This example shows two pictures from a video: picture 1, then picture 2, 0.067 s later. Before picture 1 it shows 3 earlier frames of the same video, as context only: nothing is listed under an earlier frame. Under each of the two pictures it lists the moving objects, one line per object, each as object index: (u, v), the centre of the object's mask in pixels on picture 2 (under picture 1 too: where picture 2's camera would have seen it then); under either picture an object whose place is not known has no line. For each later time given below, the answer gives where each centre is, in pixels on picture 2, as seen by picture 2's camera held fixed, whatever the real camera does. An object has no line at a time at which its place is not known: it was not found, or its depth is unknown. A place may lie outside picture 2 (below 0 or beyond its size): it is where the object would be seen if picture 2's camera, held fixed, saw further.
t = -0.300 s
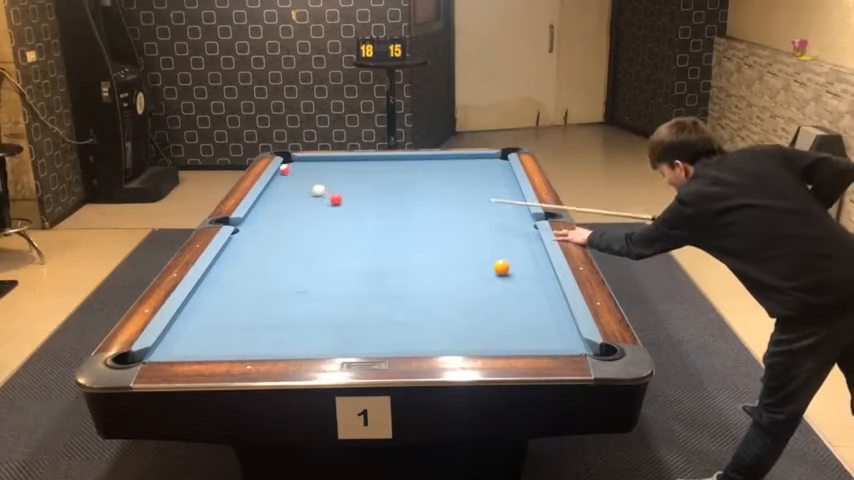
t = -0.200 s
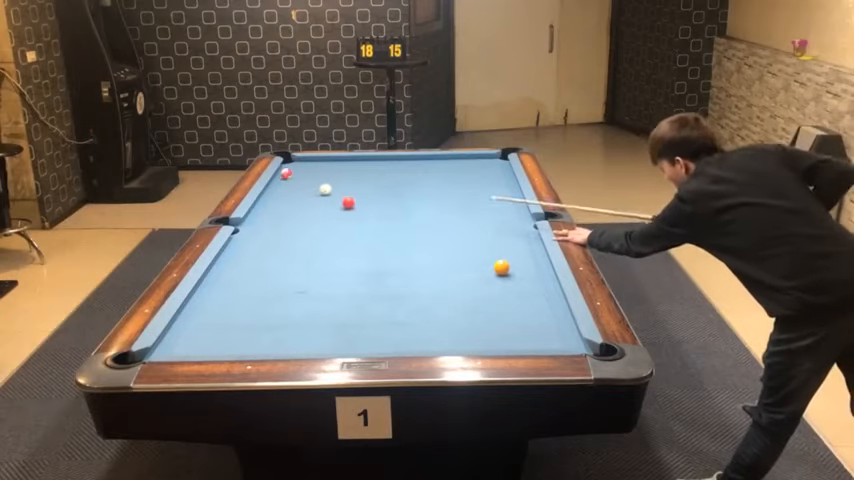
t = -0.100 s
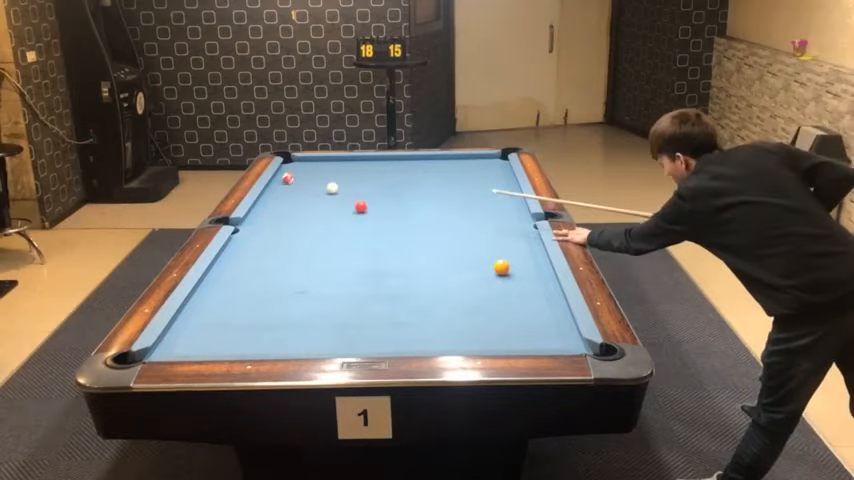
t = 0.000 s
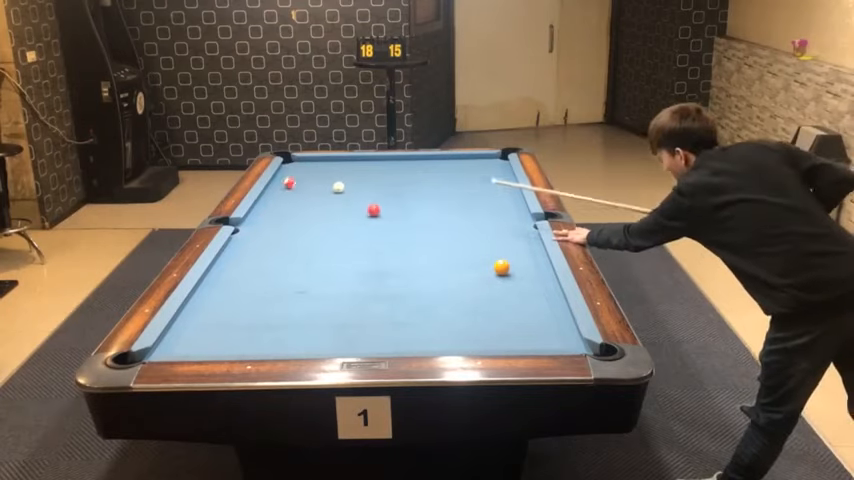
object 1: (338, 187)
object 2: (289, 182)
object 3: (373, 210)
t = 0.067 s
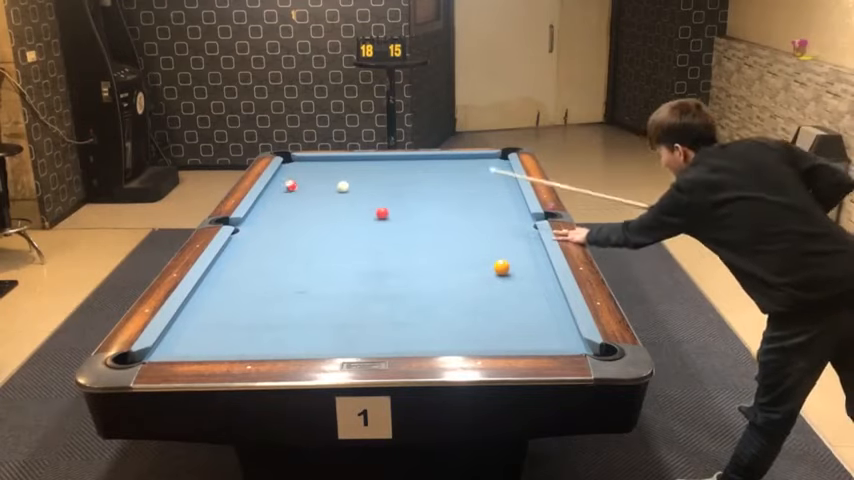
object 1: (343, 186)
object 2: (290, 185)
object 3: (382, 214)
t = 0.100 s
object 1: (345, 186)
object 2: (291, 187)
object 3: (386, 215)
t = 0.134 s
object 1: (347, 186)
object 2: (291, 189)
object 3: (390, 216)
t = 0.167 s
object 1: (349, 185)
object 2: (292, 190)
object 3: (395, 217)
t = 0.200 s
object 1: (350, 185)
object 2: (293, 192)
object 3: (399, 218)
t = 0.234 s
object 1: (353, 185)
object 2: (293, 194)
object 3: (404, 219)
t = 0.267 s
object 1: (355, 185)
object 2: (293, 195)
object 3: (408, 221)
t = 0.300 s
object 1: (357, 184)
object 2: (294, 198)
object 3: (412, 222)
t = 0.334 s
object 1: (359, 184)
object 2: (295, 199)
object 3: (417, 224)
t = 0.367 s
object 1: (360, 184)
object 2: (295, 201)
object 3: (422, 225)
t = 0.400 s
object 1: (362, 183)
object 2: (296, 203)
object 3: (426, 227)
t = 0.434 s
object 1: (364, 183)
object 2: (297, 204)
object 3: (431, 228)
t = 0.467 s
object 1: (366, 183)
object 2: (297, 207)
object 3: (436, 229)
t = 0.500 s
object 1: (368, 182)
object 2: (298, 208)
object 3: (441, 231)
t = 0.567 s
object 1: (371, 182)
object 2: (299, 212)
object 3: (450, 234)
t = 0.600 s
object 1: (373, 182)
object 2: (300, 214)
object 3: (455, 235)
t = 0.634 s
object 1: (375, 182)
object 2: (300, 216)
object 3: (460, 236)
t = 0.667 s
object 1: (376, 181)
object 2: (301, 218)
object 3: (465, 238)
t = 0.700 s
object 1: (378, 181)
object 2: (302, 220)
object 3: (470, 239)
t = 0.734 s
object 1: (380, 181)
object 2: (303, 222)
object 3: (475, 241)
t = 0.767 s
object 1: (382, 180)
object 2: (304, 224)
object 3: (480, 243)
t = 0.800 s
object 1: (383, 180)
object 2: (304, 226)
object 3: (485, 244)
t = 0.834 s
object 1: (385, 180)
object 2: (305, 228)
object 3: (490, 245)
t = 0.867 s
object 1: (386, 180)
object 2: (306, 230)
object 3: (495, 247)
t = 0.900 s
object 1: (388, 180)
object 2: (306, 233)
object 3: (500, 248)
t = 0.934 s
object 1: (389, 180)
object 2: (307, 234)
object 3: (506, 250)
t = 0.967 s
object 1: (391, 179)
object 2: (308, 237)
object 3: (511, 251)
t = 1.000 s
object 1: (392, 179)
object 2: (308, 239)
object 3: (516, 253)
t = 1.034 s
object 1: (394, 179)
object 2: (310, 241)
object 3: (521, 254)
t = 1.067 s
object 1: (395, 178)
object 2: (311, 243)
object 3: (527, 256)
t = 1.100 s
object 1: (397, 178)
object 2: (311, 245)
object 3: (532, 258)
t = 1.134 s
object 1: (398, 177)
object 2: (312, 248)
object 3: (537, 259)
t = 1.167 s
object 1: (400, 177)
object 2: (313, 251)
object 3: (543, 261)
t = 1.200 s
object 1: (401, 177)
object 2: (314, 253)
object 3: (541, 262)
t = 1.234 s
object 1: (402, 177)
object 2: (315, 255)
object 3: (539, 263)
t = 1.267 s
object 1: (404, 177)
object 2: (315, 257)
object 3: (537, 264)
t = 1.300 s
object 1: (405, 177)
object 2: (316, 260)
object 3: (535, 265)
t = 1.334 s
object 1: (407, 177)
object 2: (317, 263)
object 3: (533, 266)
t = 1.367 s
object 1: (408, 176)
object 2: (319, 265)
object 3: (531, 267)
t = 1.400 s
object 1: (409, 177)
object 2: (320, 268)
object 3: (529, 268)
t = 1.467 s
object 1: (412, 176)
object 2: (321, 273)
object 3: (525, 270)
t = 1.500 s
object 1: (413, 176)
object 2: (322, 276)
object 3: (523, 270)
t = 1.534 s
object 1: (414, 176)
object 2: (323, 279)
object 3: (521, 271)
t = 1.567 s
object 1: (415, 175)
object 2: (324, 282)
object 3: (519, 272)
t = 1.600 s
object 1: (417, 175)
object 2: (325, 284)
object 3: (518, 273)
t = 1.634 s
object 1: (417, 175)
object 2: (326, 287)
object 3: (516, 274)
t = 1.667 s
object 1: (419, 175)
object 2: (327, 290)
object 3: (513, 275)
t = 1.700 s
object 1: (420, 174)
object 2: (328, 293)
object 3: (512, 276)
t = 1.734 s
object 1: (421, 174)
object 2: (330, 296)
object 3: (509, 277)
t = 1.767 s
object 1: (422, 174)
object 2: (330, 299)
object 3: (508, 278)
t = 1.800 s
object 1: (423, 174)
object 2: (331, 302)
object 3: (506, 279)
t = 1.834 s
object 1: (424, 174)
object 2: (332, 305)
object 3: (504, 280)
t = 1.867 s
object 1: (425, 174)
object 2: (334, 308)
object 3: (502, 280)
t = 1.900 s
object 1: (426, 173)
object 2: (335, 311)
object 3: (500, 281)
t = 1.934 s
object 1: (427, 173)
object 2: (336, 315)
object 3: (498, 283)
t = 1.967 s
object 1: (428, 173)
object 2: (337, 318)
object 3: (497, 284)
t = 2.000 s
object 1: (429, 173)
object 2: (338, 322)
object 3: (494, 284)
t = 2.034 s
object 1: (430, 173)
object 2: (340, 324)
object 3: (492, 285)
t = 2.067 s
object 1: (431, 173)
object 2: (341, 328)
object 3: (490, 286)
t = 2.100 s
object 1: (432, 172)
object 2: (342, 332)
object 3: (488, 287)
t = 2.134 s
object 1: (433, 172)
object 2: (344, 335)
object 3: (487, 288)
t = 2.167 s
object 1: (434, 172)
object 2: (345, 339)
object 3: (485, 289)
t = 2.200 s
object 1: (435, 172)
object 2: (346, 341)
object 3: (483, 289)
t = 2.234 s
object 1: (436, 172)
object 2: (348, 343)
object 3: (481, 290)
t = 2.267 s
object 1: (436, 172)
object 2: (350, 345)
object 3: (479, 291)
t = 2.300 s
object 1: (437, 172)
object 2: (352, 345)
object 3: (477, 292)
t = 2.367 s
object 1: (439, 171)
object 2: (358, 343)
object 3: (474, 294)
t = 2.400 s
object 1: (440, 171)
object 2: (361, 342)
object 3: (472, 296)
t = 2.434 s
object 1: (441, 171)
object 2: (363, 340)
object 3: (470, 296)
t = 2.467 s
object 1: (442, 171)
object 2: (366, 338)
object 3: (468, 297)
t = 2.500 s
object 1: (442, 171)
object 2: (370, 335)
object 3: (466, 298)
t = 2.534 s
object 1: (443, 171)
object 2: (372, 333)
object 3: (464, 299)
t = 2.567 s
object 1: (444, 171)
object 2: (375, 332)
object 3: (462, 299)
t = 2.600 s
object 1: (444, 171)
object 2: (377, 329)
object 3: (461, 300)
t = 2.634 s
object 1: (445, 171)
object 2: (380, 327)
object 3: (459, 301)
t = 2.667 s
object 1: (446, 171)
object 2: (383, 325)
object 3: (457, 302)
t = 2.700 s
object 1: (446, 170)
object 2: (386, 323)
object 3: (456, 303)
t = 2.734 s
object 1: (447, 170)
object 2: (388, 322)
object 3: (454, 304)
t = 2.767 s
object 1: (448, 170)
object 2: (391, 319)
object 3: (452, 305)
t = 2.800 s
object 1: (448, 170)
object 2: (393, 317)
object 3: (450, 305)
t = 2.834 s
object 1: (449, 170)
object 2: (396, 316)
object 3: (448, 306)
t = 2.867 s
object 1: (449, 170)
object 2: (398, 314)
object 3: (447, 307)
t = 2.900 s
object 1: (450, 170)
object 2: (401, 313)
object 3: (445, 308)
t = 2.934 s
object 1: (451, 170)
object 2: (403, 311)
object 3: (443, 309)
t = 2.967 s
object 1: (451, 170)
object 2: (405, 308)
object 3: (442, 310)
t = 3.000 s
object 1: (451, 170)
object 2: (407, 307)
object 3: (440, 310)
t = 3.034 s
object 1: (453, 170)
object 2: (410, 305)
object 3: (438, 311)
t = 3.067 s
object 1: (453, 169)
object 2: (412, 303)
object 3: (437, 312)
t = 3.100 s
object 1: (453, 169)
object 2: (414, 302)
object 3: (435, 313)
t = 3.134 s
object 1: (454, 169)
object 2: (416, 300)
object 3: (433, 313)
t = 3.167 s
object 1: (454, 169)
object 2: (418, 298)
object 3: (432, 314)
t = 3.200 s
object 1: (454, 170)
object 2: (420, 297)
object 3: (430, 315)
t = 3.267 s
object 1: (455, 169)
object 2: (424, 295)
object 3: (427, 316)
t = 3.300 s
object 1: (455, 169)
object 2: (426, 293)
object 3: (425, 317)
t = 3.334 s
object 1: (456, 169)
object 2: (428, 292)
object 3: (424, 318)
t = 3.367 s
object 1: (456, 169)
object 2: (430, 290)
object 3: (422, 319)
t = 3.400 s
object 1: (456, 169)
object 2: (432, 288)
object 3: (421, 319)
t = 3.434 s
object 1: (457, 168)
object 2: (434, 286)
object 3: (419, 320)
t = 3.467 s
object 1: (457, 168)
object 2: (436, 286)
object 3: (418, 321)
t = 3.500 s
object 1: (457, 168)
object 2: (438, 284)
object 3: (416, 322)
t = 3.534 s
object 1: (458, 168)
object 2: (439, 283)
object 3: (414, 322)
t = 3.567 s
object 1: (458, 169)
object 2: (441, 282)
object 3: (413, 323)
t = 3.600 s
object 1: (458, 169)
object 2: (443, 280)
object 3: (411, 324)
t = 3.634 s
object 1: (458, 169)
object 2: (445, 279)
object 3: (410, 325)
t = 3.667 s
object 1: (458, 169)
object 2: (446, 278)
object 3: (408, 325)
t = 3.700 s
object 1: (458, 169)
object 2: (448, 277)
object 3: (407, 326)
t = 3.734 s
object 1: (459, 168)
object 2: (449, 276)
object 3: (406, 327)
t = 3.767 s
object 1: (459, 168)
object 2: (451, 274)
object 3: (404, 328)
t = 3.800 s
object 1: (460, 168)
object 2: (453, 273)
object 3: (403, 328)
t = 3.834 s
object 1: (460, 168)
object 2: (455, 272)
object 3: (401, 329)
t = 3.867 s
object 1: (460, 168)
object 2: (456, 270)
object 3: (400, 330)
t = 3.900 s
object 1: (460, 168)
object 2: (458, 269)
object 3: (399, 331)
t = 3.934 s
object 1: (460, 168)
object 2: (459, 268)
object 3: (398, 331)
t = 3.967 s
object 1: (460, 168)
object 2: (460, 268)
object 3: (396, 332)
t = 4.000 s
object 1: (460, 168)
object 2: (462, 266)
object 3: (395, 332)
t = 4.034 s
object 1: (460, 168)
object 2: (463, 265)
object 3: (394, 333)
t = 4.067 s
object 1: (460, 168)
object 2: (465, 264)
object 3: (392, 333)
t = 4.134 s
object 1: (460, 168)
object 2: (467, 262)
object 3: (390, 335)
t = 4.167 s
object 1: (460, 168)
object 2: (469, 261)
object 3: (389, 335)
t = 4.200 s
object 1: (460, 168)
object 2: (470, 260)
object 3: (387, 336)
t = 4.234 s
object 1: (460, 168)
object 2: (472, 259)
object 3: (386, 337)
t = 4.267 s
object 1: (460, 168)
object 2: (473, 258)
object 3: (385, 337)
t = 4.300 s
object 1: (460, 168)
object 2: (474, 257)
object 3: (384, 338)
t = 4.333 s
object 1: (460, 168)
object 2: (476, 255)
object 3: (383, 338)
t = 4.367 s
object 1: (460, 168)
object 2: (477, 254)
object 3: (382, 339)
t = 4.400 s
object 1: (460, 168)
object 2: (478, 254)
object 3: (380, 339)
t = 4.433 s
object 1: (460, 168)
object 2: (479, 253)
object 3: (379, 339)
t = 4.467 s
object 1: (460, 168)
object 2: (480, 253)
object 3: (378, 340)
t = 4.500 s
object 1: (460, 168)
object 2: (482, 252)
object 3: (377, 340)
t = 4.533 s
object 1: (460, 168)
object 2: (483, 250)
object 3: (376, 340)
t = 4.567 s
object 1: (460, 168)
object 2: (484, 250)
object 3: (375, 341)
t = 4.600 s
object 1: (460, 168)
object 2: (485, 249)
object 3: (374, 341)
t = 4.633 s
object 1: (460, 168)
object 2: (486, 248)
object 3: (373, 342)
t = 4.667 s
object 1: (460, 168)
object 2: (487, 247)
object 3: (372, 342)
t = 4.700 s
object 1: (460, 168)
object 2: (488, 247)
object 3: (371, 342)
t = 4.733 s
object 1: (460, 168)
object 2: (489, 246)
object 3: (370, 343)
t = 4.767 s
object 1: (460, 168)
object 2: (491, 246)
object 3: (369, 343)
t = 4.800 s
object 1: (460, 168)
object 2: (491, 244)
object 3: (368, 343)
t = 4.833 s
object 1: (460, 168)
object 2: (493, 243)
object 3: (367, 344)
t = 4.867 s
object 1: (460, 168)
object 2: (494, 242)
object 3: (366, 344)
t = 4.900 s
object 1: (460, 168)
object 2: (495, 242)
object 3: (365, 344)
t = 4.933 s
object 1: (460, 168)
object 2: (496, 241)
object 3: (364, 344)
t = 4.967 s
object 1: (460, 168)
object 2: (497, 240)
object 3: (364, 344)
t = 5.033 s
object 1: (460, 168)
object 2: (499, 239)
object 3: (362, 345)
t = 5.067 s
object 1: (460, 168)
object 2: (500, 238)
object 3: (361, 345)
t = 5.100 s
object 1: (460, 168)
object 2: (500, 237)
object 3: (361, 345)
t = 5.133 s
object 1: (460, 168)
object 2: (501, 236)
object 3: (360, 346)
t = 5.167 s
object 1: (460, 168)
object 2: (502, 236)
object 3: (359, 346)
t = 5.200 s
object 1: (460, 168)
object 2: (503, 235)
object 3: (359, 346)
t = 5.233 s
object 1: (460, 168)
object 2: (504, 235)
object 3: (358, 346)
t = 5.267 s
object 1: (460, 168)
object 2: (504, 234)
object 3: (357, 346)
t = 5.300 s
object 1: (460, 168)
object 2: (505, 234)
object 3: (357, 346)
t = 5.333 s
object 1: (460, 168)
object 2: (506, 233)
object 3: (357, 346)
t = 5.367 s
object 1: (460, 168)
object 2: (507, 233)
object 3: (357, 346)
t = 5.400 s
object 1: (460, 168)
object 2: (508, 232)
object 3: (356, 346)
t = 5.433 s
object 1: (460, 168)
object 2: (509, 232)
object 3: (356, 346)
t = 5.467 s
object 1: (460, 168)
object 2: (509, 231)
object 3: (356, 346)
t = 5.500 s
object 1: (460, 168)
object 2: (510, 230)
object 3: (356, 346)
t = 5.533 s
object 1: (460, 168)
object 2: (511, 230)
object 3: (356, 346)
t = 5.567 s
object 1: (460, 168)
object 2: (512, 229)
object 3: (355, 345)
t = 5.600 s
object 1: (460, 168)
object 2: (512, 229)
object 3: (355, 345)
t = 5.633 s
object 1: (460, 168)
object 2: (514, 229)
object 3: (355, 345)
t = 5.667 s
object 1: (460, 168)
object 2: (514, 228)
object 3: (355, 345)
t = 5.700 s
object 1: (460, 168)
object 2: (515, 227)
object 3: (355, 345)
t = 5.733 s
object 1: (460, 168)
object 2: (516, 227)
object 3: (355, 345)
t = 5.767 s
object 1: (460, 168)
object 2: (516, 226)
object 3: (355, 345)
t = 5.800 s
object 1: (460, 168)
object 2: (517, 225)
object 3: (355, 345)
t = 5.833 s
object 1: (460, 168)
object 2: (518, 225)
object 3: (355, 345)
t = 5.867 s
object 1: (460, 168)
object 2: (518, 225)
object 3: (355, 345)
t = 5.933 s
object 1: (460, 168)
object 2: (519, 223)
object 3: (354, 345)
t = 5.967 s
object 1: (460, 168)
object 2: (520, 223)
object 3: (354, 345)
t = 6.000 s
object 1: (460, 168)
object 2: (521, 223)
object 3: (354, 345)
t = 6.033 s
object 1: (460, 168)
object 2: (521, 222)
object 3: (354, 345)
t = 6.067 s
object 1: (460, 168)
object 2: (522, 221)
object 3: (354, 345)
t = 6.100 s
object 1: (460, 168)
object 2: (523, 221)
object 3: (354, 345)
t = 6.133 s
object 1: (460, 168)
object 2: (523, 221)
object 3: (354, 345)
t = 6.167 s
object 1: (460, 168)
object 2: (524, 221)
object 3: (354, 345)
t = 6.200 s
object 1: (460, 168)
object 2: (524, 220)
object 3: (354, 345)
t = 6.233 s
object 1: (460, 168)
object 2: (525, 220)
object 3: (354, 345)
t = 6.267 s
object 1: (460, 168)
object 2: (525, 220)
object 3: (354, 345)
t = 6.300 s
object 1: (460, 168)
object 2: (526, 219)
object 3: (354, 345)
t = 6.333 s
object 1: (460, 168)
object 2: (527, 219)
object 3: (354, 345)
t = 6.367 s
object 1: (460, 168)
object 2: (527, 219)
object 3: (354, 345)
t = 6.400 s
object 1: (460, 168)
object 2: (528, 218)
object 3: (354, 345)
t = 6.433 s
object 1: (460, 168)
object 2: (529, 218)
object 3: (354, 345)
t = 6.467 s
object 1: (460, 168)
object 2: (529, 217)
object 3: (354, 345)
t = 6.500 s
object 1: (460, 168)
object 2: (530, 217)
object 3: (354, 345)
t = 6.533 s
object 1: (460, 168)
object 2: (530, 217)
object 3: (354, 345)
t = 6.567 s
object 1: (460, 168)
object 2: (530, 217)
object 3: (354, 345)
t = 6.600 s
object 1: (460, 168)
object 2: (530, 217)
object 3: (354, 345)
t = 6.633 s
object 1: (460, 168)
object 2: (530, 217)
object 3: (354, 345)
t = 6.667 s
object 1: (460, 168)
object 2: (530, 217)
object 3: (354, 345)
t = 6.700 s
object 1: (460, 168)
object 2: (530, 217)
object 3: (354, 345)
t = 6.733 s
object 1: (460, 168)
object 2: (530, 218)
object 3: (354, 345)
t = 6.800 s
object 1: (460, 168)
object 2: (530, 218)
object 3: (354, 345)
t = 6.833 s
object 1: (460, 168)
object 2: (530, 218)
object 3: (354, 345)
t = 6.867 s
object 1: (460, 168)
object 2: (530, 218)
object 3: (354, 345)
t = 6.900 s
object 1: (460, 168)
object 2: (530, 218)
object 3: (354, 345)
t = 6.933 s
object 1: (460, 168)
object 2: (530, 218)
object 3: (354, 345)
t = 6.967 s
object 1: (460, 168)
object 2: (530, 218)
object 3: (354, 345)
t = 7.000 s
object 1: (460, 168)
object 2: (530, 219)
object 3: (354, 345)
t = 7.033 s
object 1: (460, 168)
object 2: (530, 219)
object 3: (354, 345)
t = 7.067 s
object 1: (460, 168)
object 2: (530, 219)
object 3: (354, 345)
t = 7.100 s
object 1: (460, 168)
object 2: (530, 219)
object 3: (354, 345)
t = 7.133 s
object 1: (460, 168)
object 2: (530, 219)
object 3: (354, 345)
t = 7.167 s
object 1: (460, 168)
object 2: (530, 219)
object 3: (354, 345)
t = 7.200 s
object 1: (460, 168)
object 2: (530, 219)
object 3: (354, 345)
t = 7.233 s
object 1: (460, 168)
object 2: (530, 219)
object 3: (354, 345)
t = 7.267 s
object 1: (460, 168)
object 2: (530, 219)
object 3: (354, 345)
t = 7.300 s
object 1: (460, 168)
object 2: (530, 219)
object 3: (354, 345)
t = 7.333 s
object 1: (460, 168)
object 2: (530, 219)
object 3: (354, 345)
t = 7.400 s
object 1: (460, 168)
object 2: (531, 219)
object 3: (354, 345)
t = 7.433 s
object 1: (460, 168)
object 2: (530, 220)
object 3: (354, 345)
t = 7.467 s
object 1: (460, 168)
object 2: (530, 220)
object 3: (354, 345)
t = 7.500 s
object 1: (460, 168)
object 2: (531, 219)
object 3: (354, 345)
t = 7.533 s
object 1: (460, 168)
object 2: (530, 220)
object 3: (354, 345)
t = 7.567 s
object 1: (460, 168)
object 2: (530, 220)
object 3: (354, 345)
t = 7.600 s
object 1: (460, 168)
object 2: (530, 220)
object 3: (354, 345)
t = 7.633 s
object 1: (460, 168)
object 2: (530, 220)
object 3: (354, 345)
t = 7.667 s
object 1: (460, 168)
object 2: (530, 220)
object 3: (354, 345)
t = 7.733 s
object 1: (460, 168)
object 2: (530, 220)
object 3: (354, 345)
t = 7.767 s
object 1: (460, 168)
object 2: (530, 220)
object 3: (354, 345)
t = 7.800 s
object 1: (460, 168)
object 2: (530, 220)
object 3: (354, 345)
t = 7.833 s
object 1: (460, 168)
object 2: (530, 220)
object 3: (354, 345)
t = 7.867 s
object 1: (460, 168)
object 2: (530, 220)
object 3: (354, 345)
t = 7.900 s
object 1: (460, 168)
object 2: (530, 220)
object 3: (354, 345)
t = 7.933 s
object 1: (460, 168)
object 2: (530, 220)
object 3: (354, 345)
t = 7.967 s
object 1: (460, 168)
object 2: (530, 220)
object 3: (354, 345)
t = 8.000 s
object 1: (460, 168)
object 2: (530, 220)
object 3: (354, 345)
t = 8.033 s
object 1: (460, 168)
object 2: (530, 220)
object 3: (354, 345)
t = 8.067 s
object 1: (460, 168)
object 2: (530, 220)
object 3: (354, 345)
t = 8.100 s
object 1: (460, 168)
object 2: (531, 220)
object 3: (354, 345)
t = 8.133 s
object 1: (460, 168)
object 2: (531, 220)
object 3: (354, 345)
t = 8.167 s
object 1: (460, 168)
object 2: (531, 220)
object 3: (354, 345)
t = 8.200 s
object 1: (460, 168)
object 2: (531, 220)
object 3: (354, 345)
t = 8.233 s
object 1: (460, 168)
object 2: (531, 220)
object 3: (354, 345)
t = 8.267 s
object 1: (460, 168)
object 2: (531, 220)
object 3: (354, 345)
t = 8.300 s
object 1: (460, 168)
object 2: (531, 220)
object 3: (354, 346)
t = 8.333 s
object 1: (460, 168)
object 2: (531, 220)
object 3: (354, 345)
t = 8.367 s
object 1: (460, 168)
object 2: (531, 220)
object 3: (354, 345)
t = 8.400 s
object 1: (460, 168)
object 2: (531, 220)
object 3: (354, 345)
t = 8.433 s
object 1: (460, 168)
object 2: (531, 220)
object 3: (354, 345)
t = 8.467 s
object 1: (460, 168)
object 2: (531, 220)
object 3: (354, 345)
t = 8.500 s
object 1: (460, 168)
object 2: (531, 220)
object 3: (354, 345)
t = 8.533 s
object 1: (460, 168)
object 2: (531, 220)
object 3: (354, 345)
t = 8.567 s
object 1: (460, 168)
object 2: (531, 220)
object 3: (354, 345)
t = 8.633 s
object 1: (460, 168)
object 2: (531, 221)
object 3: (354, 345)
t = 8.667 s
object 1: (460, 168)
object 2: (531, 220)
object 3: (354, 345)
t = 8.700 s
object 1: (460, 168)
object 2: (531, 220)
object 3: (354, 345)
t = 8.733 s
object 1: (460, 168)
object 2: (531, 220)
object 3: (354, 345)
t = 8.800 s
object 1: (460, 168)
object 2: (531, 221)
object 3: (354, 345)
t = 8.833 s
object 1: (460, 168)
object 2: (531, 221)
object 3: (354, 345)
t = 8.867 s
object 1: (460, 168)
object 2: (531, 220)
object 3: (354, 345)
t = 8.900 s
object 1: (460, 168)
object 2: (531, 220)
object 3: (354, 345)
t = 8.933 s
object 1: (460, 168)
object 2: (531, 220)
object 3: (354, 345)
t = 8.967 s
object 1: (460, 168)
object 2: (531, 220)
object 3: (354, 345)
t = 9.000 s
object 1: (460, 168)
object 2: (531, 221)
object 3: (354, 345)
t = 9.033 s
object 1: (460, 168)
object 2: (531, 221)
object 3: (354, 345)
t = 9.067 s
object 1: (460, 168)
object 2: (531, 221)
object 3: (354, 345)
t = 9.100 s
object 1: (460, 168)
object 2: (531, 220)
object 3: (354, 345)
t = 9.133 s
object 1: (460, 168)
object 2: (531, 220)
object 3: (354, 345)
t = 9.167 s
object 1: (460, 168)
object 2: (531, 220)
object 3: (354, 345)
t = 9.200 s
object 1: (460, 168)
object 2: (531, 220)
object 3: (354, 345)
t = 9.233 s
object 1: (460, 168)
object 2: (531, 221)
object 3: (354, 345)
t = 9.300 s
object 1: (460, 168)
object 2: (530, 220)
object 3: (354, 345)
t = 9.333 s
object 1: (460, 168)
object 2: (531, 220)
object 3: (354, 345)
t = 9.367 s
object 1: (460, 168)
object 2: (531, 221)
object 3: (354, 345)
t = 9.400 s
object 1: (460, 168)
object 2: (531, 221)
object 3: (354, 345)
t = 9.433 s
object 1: (460, 168)
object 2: (531, 221)
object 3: (354, 345)
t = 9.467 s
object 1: (460, 168)
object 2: (531, 221)
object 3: (354, 345)
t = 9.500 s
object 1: (460, 168)
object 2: (531, 221)
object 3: (354, 345)
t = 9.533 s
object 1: (460, 168)
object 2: (531, 220)
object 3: (354, 345)
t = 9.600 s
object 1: (460, 168)
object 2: (531, 221)
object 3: (354, 345)
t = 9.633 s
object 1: (460, 168)
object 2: (531, 220)
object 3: (354, 345)
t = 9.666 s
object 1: (460, 168)
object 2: (531, 221)
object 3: (354, 345)
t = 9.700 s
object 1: (460, 168)
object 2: (531, 220)
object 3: (354, 345)
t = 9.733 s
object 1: (460, 168)
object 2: (531, 220)
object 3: (354, 345)
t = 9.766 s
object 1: (460, 168)
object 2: (531, 220)
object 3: (354, 345)
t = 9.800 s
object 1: (460, 168)
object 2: (531, 221)
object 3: (354, 345)
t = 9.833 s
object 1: (460, 168)
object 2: (531, 220)
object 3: (354, 345)
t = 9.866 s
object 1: (460, 168)
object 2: (531, 221)
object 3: (354, 345)
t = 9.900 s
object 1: (460, 168)
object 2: (531, 221)
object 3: (354, 345)
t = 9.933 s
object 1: (460, 168)
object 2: (531, 220)
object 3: (354, 345)
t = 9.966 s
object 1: (460, 168)
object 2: (531, 220)
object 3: (354, 345)
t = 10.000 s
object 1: (460, 168)
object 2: (531, 220)
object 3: (354, 345)
